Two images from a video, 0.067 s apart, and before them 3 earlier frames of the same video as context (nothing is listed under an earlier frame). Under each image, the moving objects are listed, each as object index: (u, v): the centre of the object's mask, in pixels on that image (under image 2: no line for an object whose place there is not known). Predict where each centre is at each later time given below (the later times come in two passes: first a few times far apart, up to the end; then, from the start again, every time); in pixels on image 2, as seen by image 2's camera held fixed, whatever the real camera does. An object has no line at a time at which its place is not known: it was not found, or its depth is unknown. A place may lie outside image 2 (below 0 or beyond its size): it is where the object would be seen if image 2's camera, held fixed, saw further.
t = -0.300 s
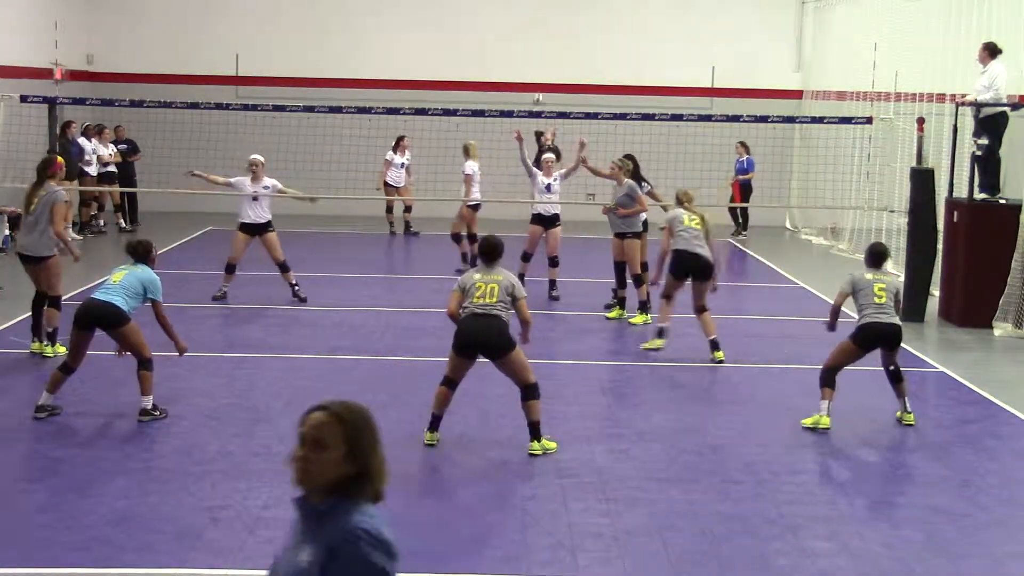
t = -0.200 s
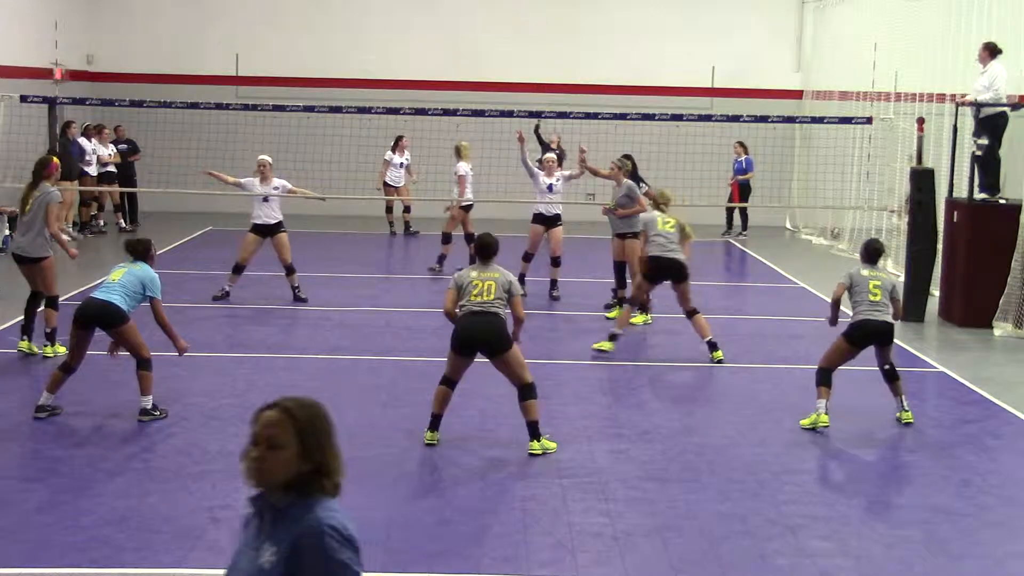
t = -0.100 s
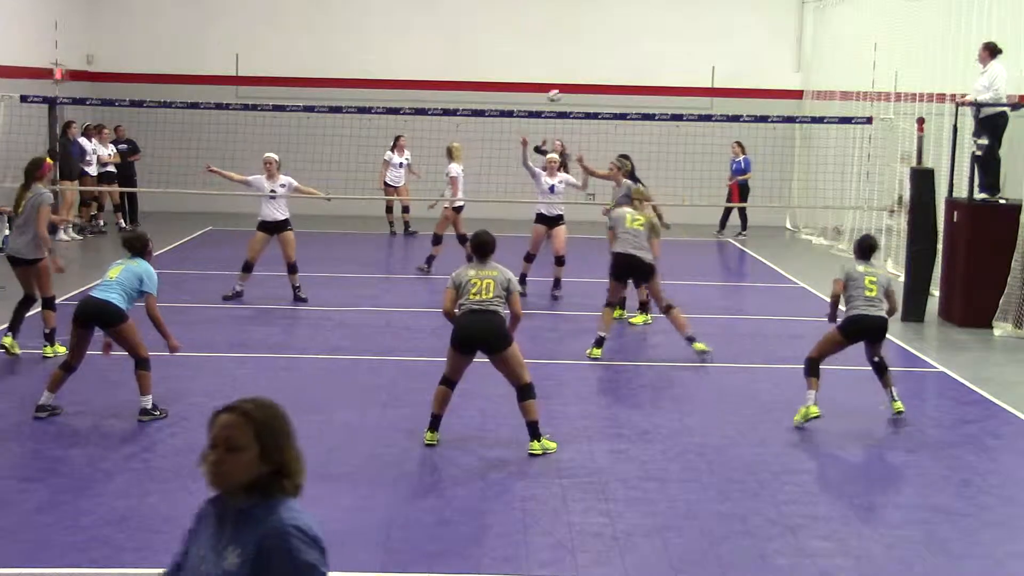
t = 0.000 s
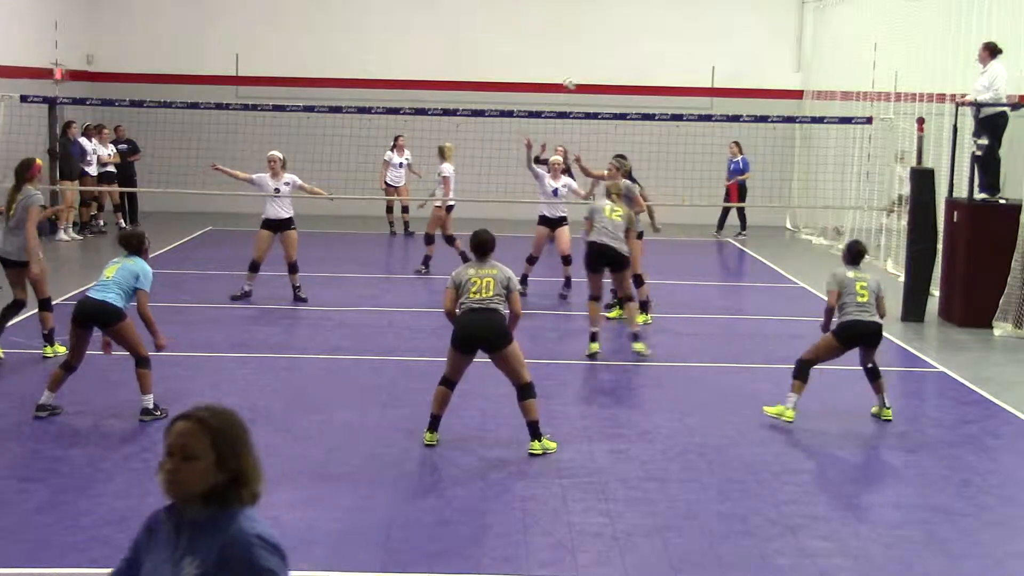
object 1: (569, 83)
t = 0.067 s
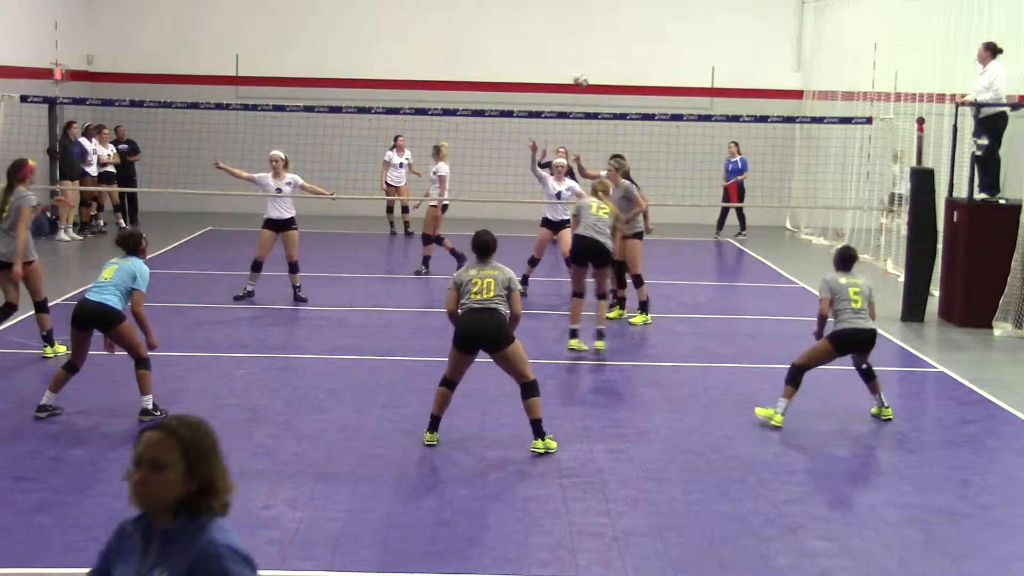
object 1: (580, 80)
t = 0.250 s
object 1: (615, 84)
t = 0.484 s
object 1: (655, 105)
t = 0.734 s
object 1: (671, 108)
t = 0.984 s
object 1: (685, 169)
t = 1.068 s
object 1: (689, 204)
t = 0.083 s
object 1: (583, 79)
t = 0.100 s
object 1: (586, 78)
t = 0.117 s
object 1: (589, 77)
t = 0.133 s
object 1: (591, 77)
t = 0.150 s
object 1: (595, 79)
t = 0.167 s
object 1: (598, 80)
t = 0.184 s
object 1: (602, 81)
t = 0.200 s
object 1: (605, 82)
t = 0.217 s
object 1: (608, 82)
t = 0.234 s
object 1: (610, 83)
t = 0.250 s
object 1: (615, 84)
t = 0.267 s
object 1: (618, 87)
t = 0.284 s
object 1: (621, 89)
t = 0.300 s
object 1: (624, 91)
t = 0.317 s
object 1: (627, 93)
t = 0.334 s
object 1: (631, 95)
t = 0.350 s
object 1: (635, 97)
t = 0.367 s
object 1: (639, 101)
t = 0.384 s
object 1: (642, 105)
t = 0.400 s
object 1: (646, 107)
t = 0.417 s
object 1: (649, 108)
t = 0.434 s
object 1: (653, 110)
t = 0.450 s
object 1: (653, 110)
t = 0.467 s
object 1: (655, 106)
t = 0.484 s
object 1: (655, 105)
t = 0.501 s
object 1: (656, 103)
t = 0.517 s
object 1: (658, 101)
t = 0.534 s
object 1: (659, 101)
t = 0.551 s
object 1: (660, 100)
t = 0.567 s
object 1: (661, 100)
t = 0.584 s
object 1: (661, 99)
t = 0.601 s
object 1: (662, 99)
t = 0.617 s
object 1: (664, 99)
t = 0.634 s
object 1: (665, 100)
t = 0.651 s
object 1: (666, 100)
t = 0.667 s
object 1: (667, 101)
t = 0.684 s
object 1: (668, 102)
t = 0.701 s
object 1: (668, 102)
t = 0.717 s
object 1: (670, 105)
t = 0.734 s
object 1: (671, 108)
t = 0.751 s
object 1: (672, 110)
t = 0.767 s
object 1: (673, 112)
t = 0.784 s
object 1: (674, 114)
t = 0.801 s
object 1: (675, 117)
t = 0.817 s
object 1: (676, 120)
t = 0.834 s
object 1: (676, 124)
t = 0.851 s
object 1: (677, 128)
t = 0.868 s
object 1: (678, 132)
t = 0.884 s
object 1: (679, 137)
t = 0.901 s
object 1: (680, 141)
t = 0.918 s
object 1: (681, 145)
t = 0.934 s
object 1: (682, 150)
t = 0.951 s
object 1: (682, 157)
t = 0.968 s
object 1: (683, 163)
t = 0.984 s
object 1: (685, 169)
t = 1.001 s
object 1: (686, 175)
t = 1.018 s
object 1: (687, 182)
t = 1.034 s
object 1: (688, 190)
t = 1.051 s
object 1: (689, 197)
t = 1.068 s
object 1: (689, 204)
